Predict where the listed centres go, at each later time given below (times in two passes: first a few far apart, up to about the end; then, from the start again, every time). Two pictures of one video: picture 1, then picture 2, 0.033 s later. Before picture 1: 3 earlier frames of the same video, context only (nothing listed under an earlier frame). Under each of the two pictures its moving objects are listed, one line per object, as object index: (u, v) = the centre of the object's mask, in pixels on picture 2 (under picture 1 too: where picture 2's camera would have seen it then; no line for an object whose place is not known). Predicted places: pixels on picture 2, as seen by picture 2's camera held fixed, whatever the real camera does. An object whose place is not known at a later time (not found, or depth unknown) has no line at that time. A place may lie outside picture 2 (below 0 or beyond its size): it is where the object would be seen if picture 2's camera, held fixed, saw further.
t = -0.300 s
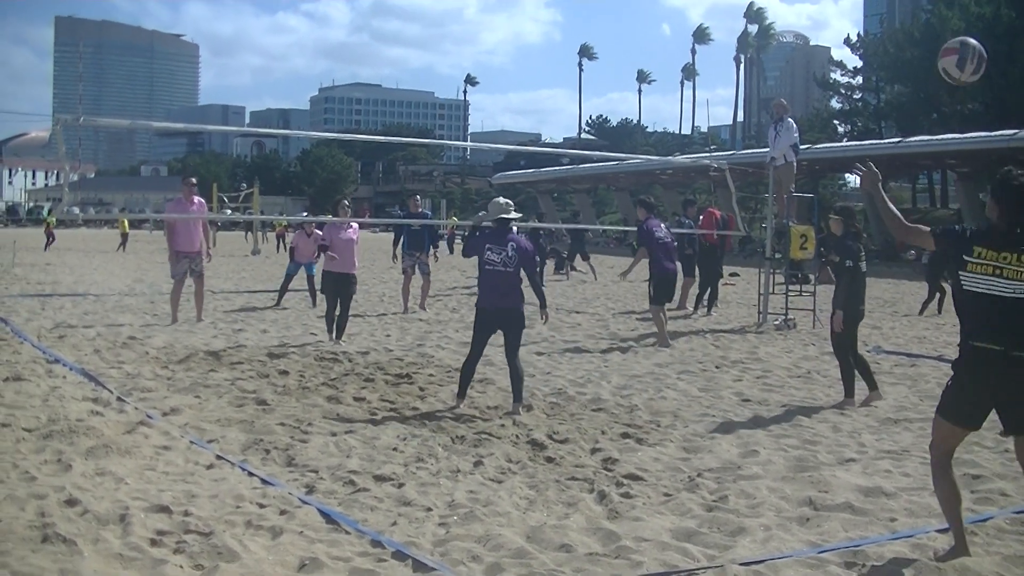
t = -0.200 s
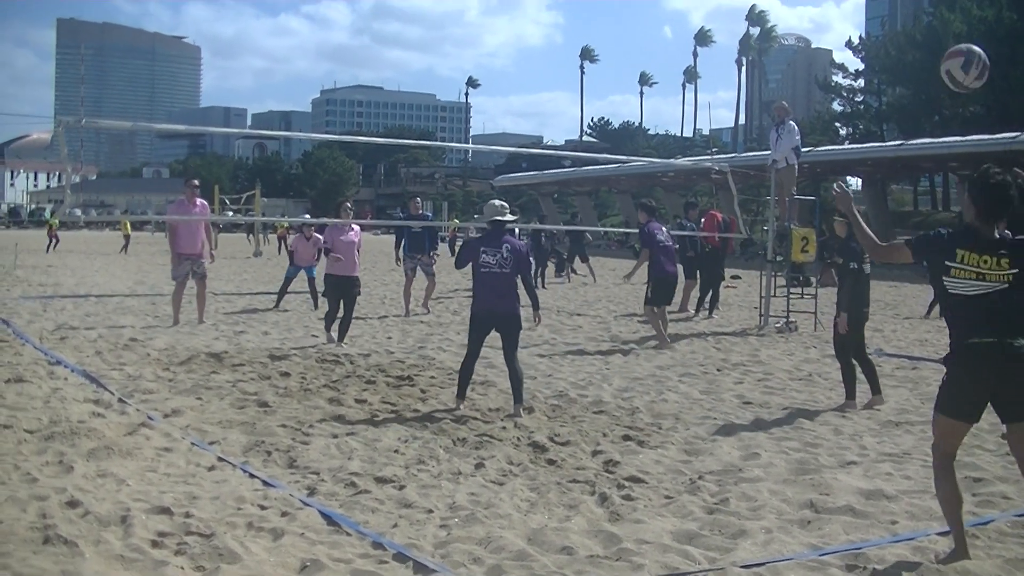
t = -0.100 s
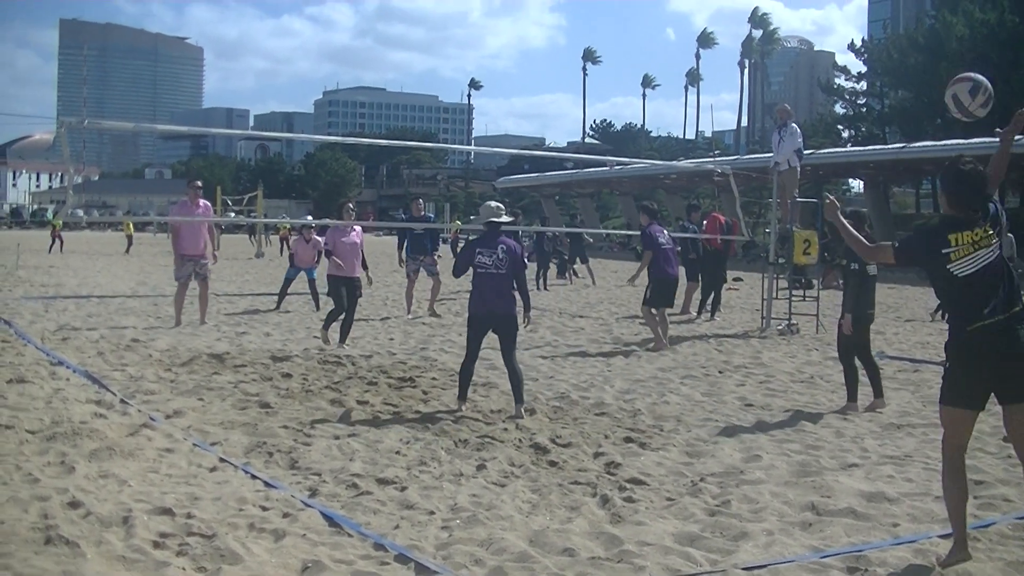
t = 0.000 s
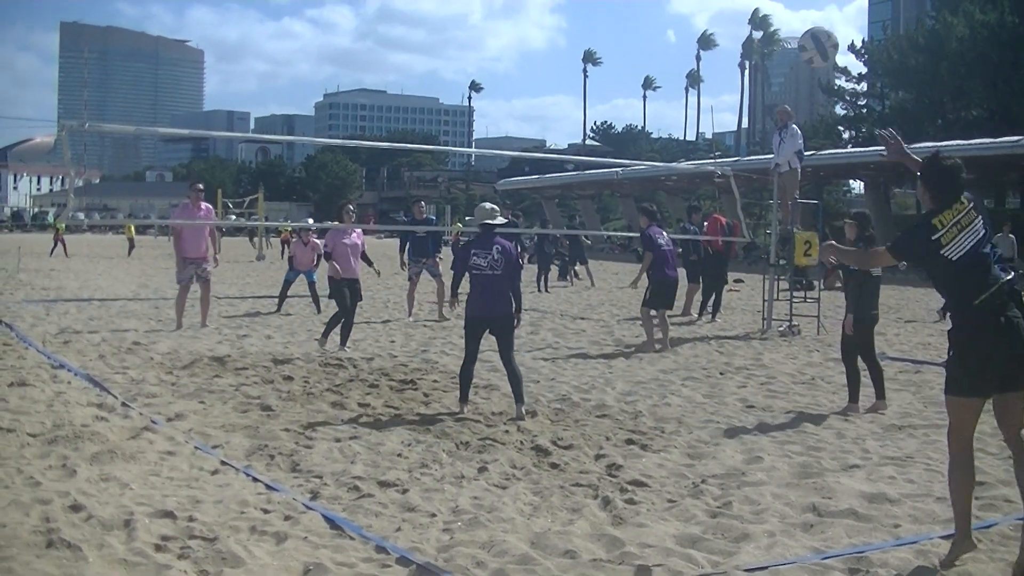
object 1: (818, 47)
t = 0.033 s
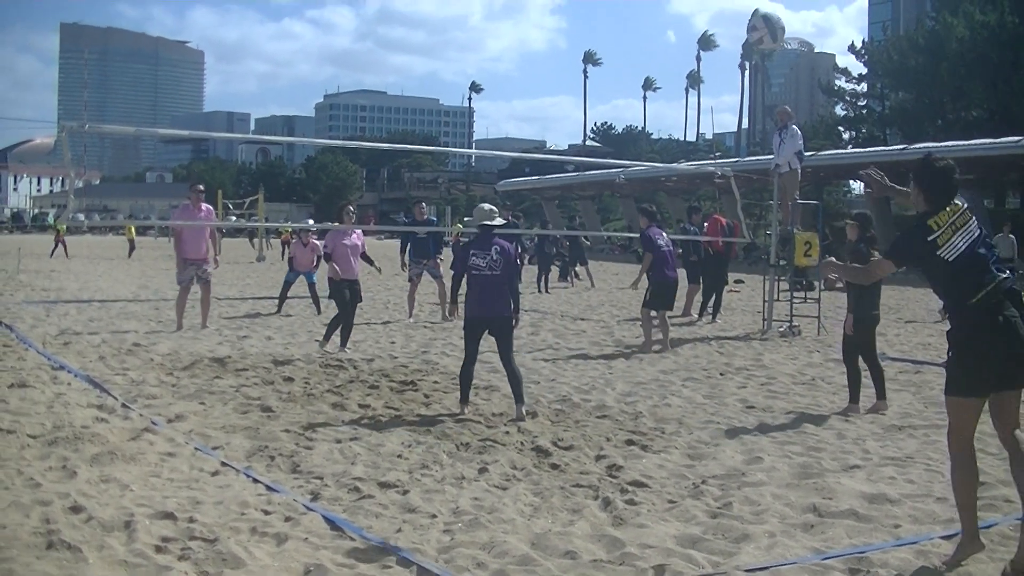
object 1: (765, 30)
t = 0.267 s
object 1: (509, 3)
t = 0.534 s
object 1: (339, 64)
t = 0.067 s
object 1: (718, 18)
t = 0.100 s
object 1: (675, 11)
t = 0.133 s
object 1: (636, 6)
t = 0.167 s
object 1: (600, 4)
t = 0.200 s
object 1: (567, 2)
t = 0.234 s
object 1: (537, 2)
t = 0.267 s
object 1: (509, 3)
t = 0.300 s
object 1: (483, 6)
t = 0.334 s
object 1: (458, 11)
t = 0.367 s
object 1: (435, 18)
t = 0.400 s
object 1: (414, 25)
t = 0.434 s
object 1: (393, 34)
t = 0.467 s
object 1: (374, 43)
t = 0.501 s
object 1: (356, 53)
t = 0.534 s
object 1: (339, 64)
